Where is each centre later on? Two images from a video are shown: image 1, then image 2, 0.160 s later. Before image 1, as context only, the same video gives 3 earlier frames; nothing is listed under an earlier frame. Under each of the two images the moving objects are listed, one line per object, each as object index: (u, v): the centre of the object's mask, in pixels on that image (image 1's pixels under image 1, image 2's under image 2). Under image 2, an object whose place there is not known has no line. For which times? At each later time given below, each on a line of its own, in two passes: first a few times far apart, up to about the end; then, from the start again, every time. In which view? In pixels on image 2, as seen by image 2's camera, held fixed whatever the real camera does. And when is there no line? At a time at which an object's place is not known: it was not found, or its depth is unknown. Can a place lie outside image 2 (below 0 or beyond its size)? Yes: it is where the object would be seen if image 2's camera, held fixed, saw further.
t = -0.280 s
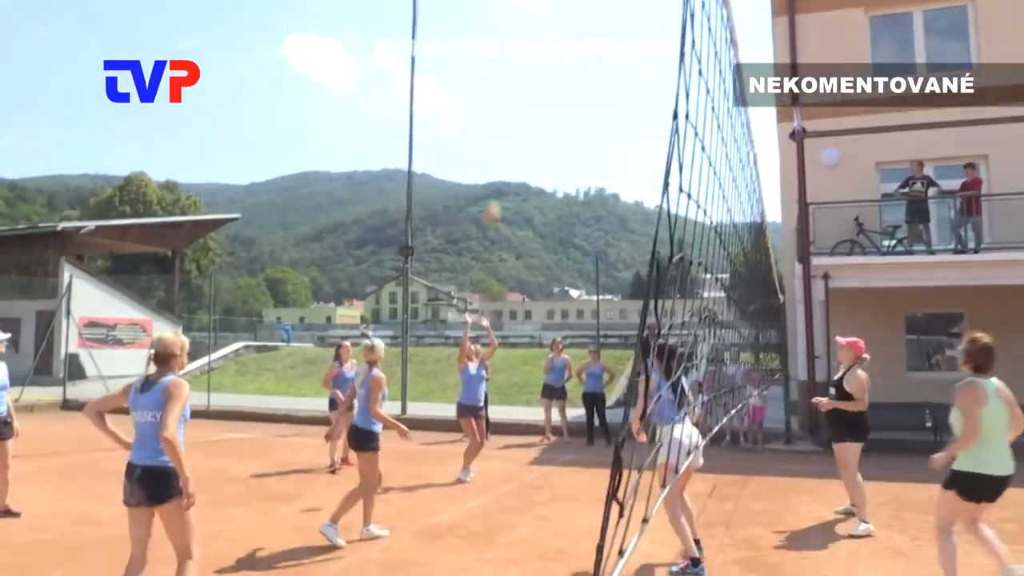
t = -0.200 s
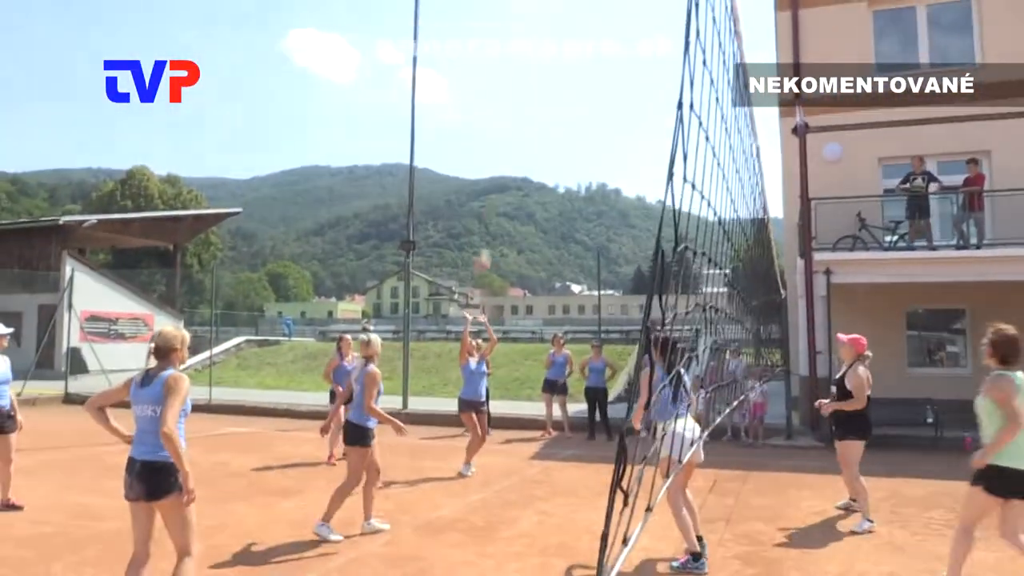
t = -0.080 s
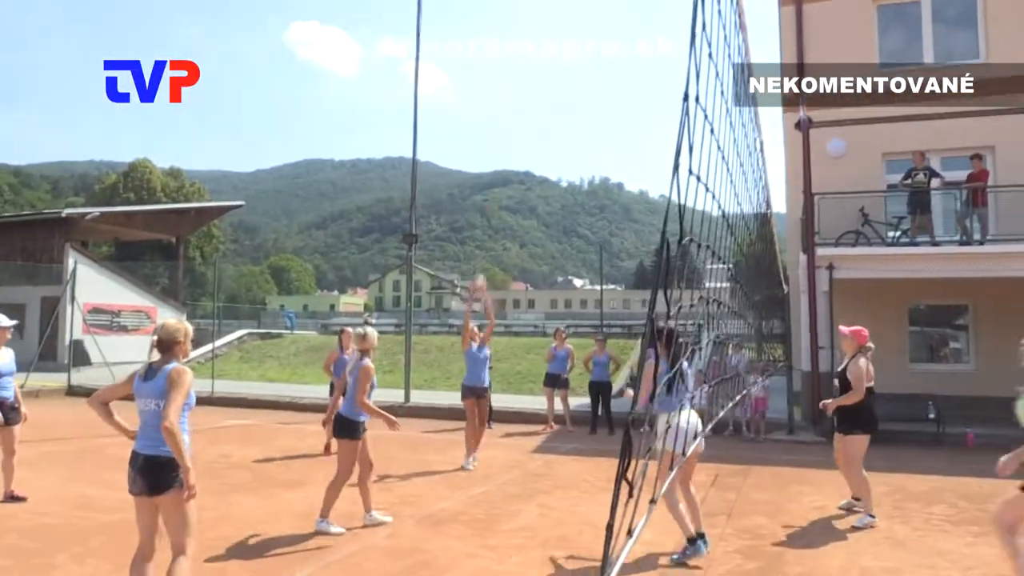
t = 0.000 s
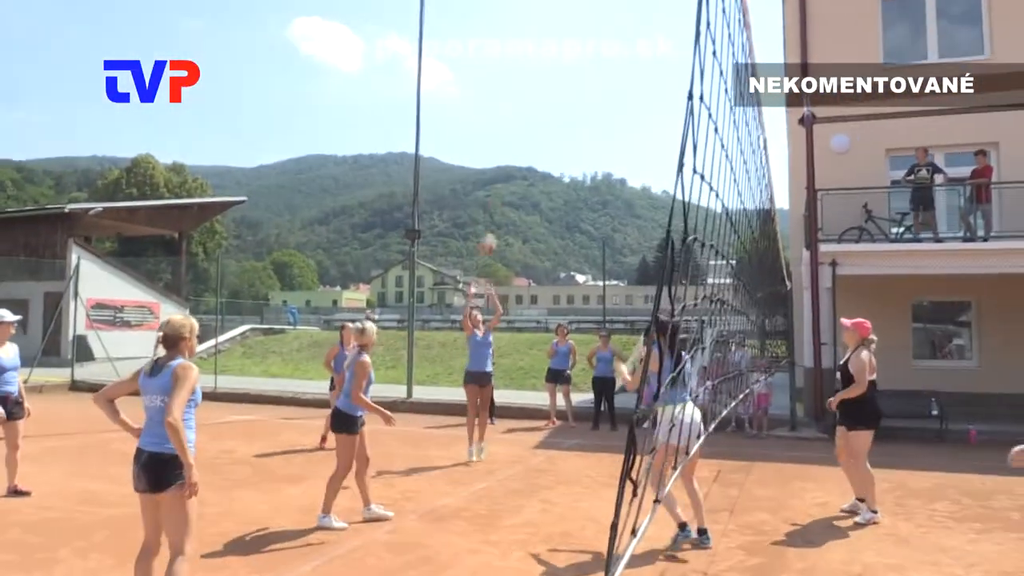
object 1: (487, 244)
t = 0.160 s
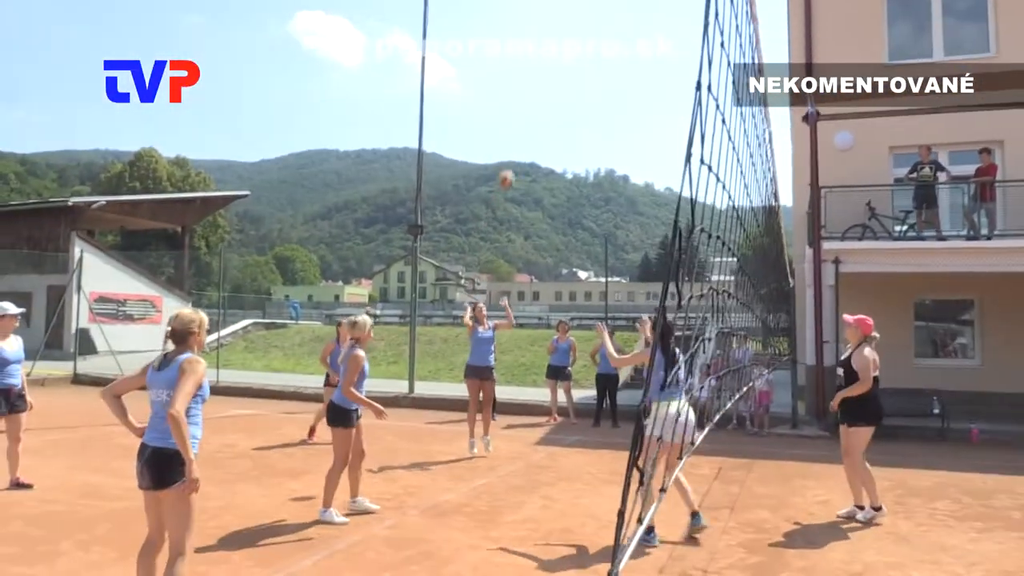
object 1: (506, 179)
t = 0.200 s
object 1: (510, 169)
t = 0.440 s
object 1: (533, 120)
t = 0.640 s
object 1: (555, 117)
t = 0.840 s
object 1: (578, 156)
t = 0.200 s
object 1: (510, 169)
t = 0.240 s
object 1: (513, 158)
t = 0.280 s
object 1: (517, 148)
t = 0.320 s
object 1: (521, 139)
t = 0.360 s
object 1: (526, 131)
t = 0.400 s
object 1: (530, 125)
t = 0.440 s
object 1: (533, 120)
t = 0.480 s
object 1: (538, 117)
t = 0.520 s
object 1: (542, 115)
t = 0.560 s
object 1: (546, 114)
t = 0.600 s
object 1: (550, 115)
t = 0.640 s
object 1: (555, 117)
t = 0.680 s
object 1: (560, 121)
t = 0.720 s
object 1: (564, 127)
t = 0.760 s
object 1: (568, 135)
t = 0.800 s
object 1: (573, 144)
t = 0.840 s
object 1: (578, 156)
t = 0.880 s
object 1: (582, 171)
